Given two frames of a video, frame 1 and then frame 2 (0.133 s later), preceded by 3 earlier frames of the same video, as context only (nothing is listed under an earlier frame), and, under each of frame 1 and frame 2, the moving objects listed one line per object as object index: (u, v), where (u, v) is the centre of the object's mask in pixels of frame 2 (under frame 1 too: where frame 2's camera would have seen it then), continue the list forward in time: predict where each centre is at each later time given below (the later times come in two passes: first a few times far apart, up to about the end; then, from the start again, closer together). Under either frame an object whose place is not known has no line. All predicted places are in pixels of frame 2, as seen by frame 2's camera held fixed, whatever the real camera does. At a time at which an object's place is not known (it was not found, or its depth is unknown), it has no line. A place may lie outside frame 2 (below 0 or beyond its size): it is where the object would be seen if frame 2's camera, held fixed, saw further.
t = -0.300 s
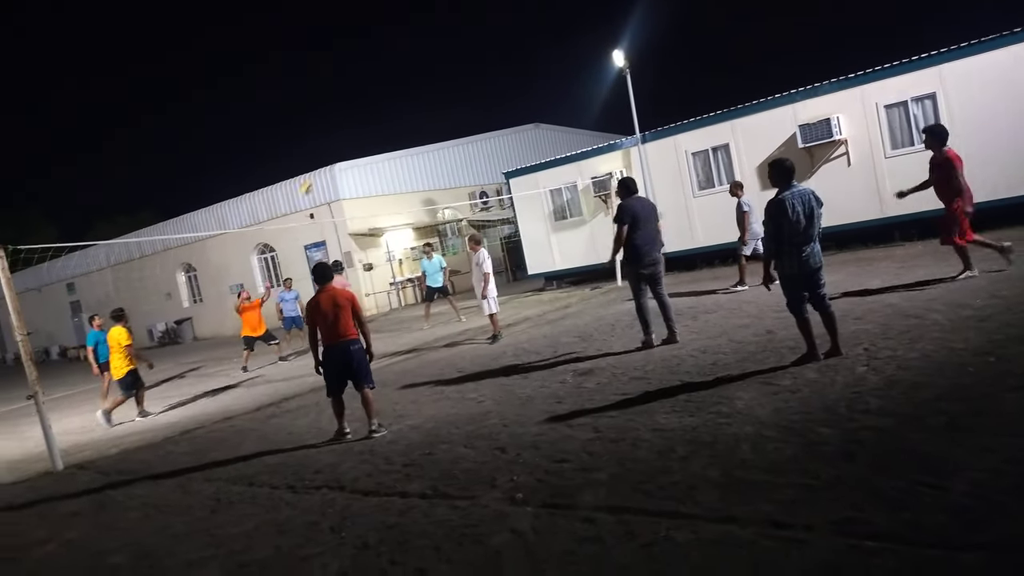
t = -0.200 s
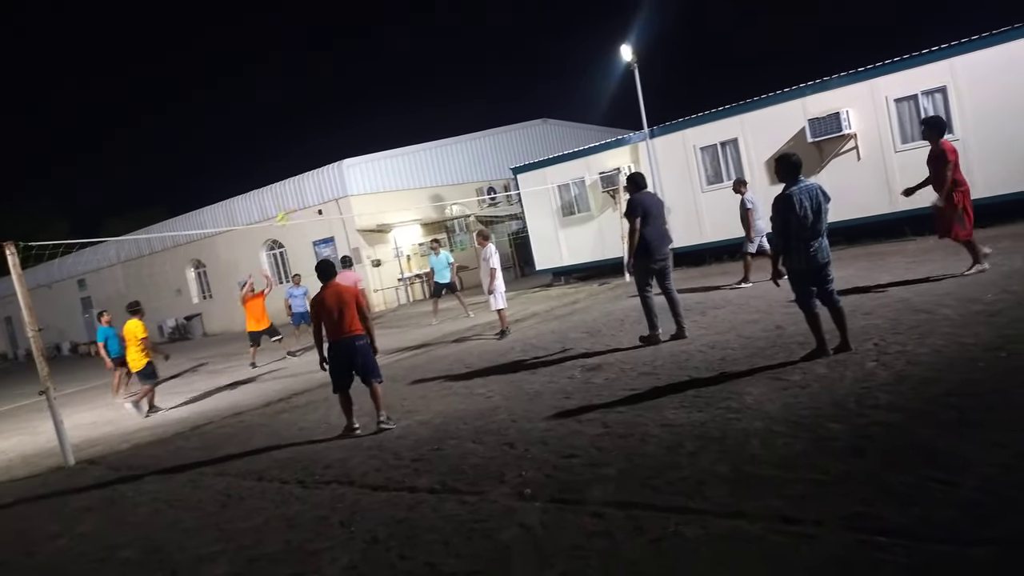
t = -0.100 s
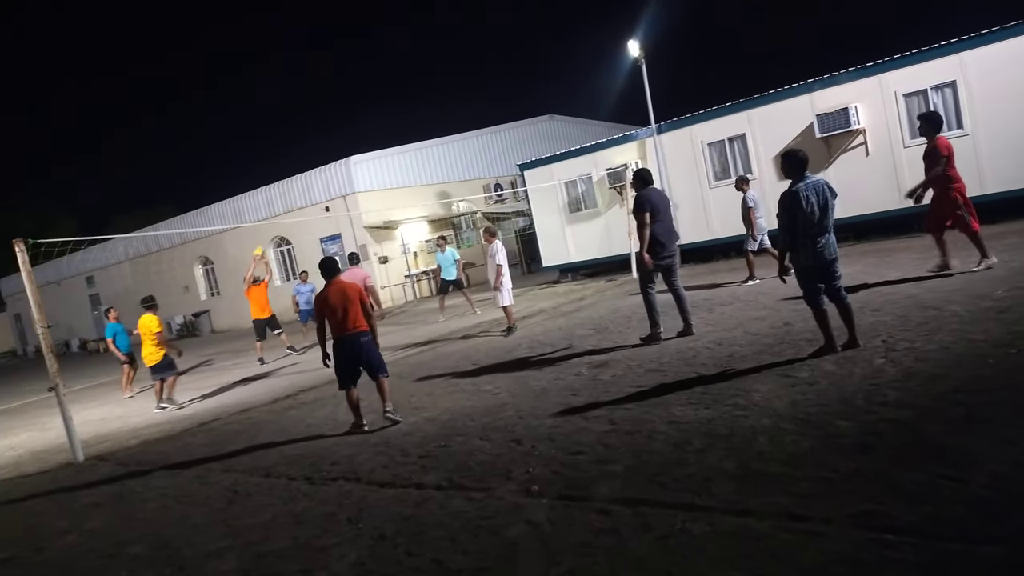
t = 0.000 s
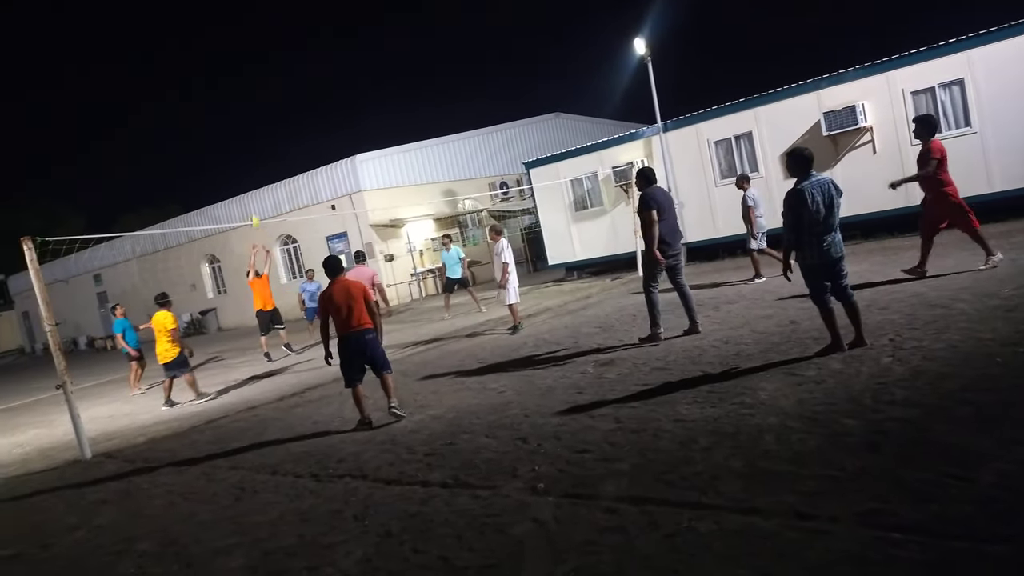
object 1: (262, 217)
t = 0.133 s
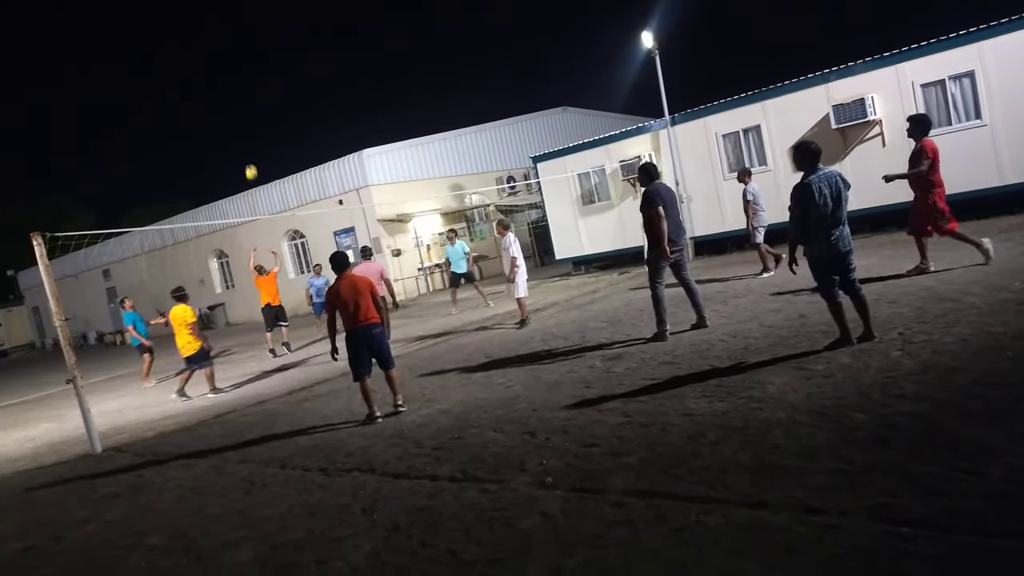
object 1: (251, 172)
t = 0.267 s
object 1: (241, 138)
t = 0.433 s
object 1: (234, 107)
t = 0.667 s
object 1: (228, 89)
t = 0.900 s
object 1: (229, 100)
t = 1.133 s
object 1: (236, 142)
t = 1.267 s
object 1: (243, 178)
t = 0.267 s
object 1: (241, 138)
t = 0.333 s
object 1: (238, 124)
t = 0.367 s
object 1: (236, 117)
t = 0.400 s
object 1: (235, 112)
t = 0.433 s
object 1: (234, 107)
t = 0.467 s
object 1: (233, 103)
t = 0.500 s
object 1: (232, 99)
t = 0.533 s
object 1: (230, 96)
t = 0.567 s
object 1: (229, 93)
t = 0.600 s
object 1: (228, 91)
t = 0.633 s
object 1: (228, 90)
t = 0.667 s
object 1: (228, 89)
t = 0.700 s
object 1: (228, 89)
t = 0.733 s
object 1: (228, 89)
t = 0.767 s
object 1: (228, 90)
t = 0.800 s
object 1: (228, 91)
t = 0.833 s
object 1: (228, 94)
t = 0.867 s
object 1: (228, 97)
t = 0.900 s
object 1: (229, 100)
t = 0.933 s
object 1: (229, 105)
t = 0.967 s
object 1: (230, 109)
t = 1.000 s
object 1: (231, 114)
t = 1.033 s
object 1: (232, 121)
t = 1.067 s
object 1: (233, 127)
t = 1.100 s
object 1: (235, 134)
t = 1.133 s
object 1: (236, 142)
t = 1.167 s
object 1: (239, 150)
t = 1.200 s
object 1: (240, 159)
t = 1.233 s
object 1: (241, 169)
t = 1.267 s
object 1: (243, 178)
